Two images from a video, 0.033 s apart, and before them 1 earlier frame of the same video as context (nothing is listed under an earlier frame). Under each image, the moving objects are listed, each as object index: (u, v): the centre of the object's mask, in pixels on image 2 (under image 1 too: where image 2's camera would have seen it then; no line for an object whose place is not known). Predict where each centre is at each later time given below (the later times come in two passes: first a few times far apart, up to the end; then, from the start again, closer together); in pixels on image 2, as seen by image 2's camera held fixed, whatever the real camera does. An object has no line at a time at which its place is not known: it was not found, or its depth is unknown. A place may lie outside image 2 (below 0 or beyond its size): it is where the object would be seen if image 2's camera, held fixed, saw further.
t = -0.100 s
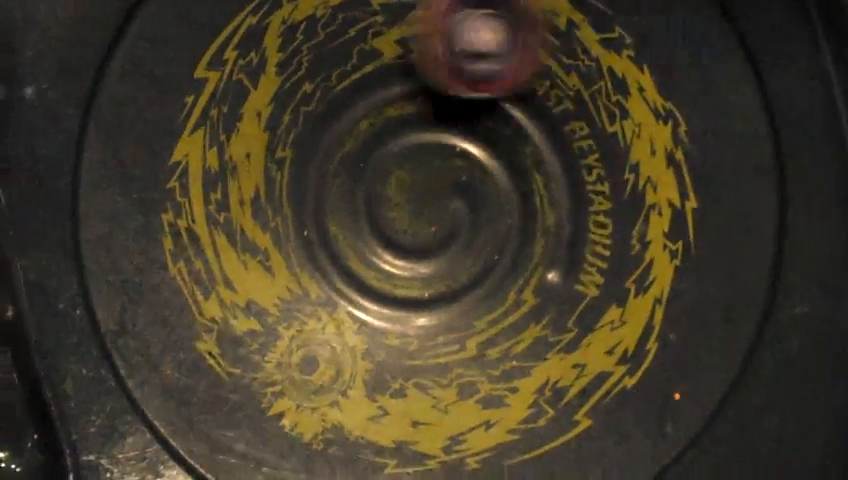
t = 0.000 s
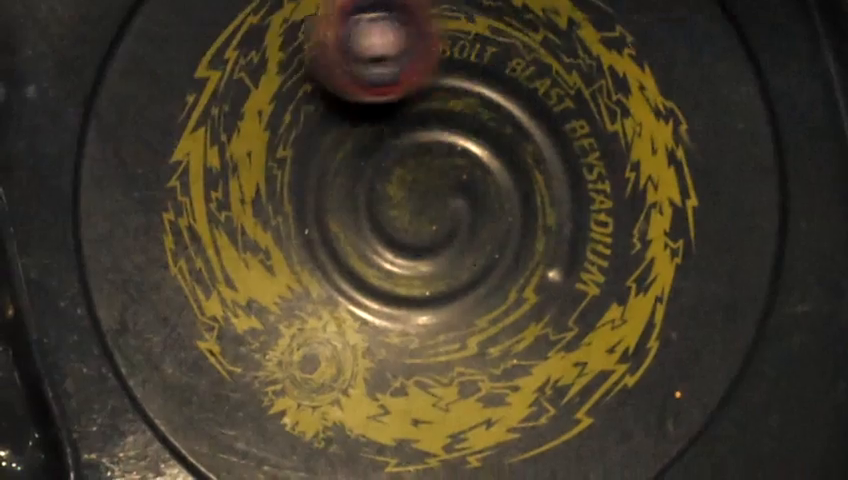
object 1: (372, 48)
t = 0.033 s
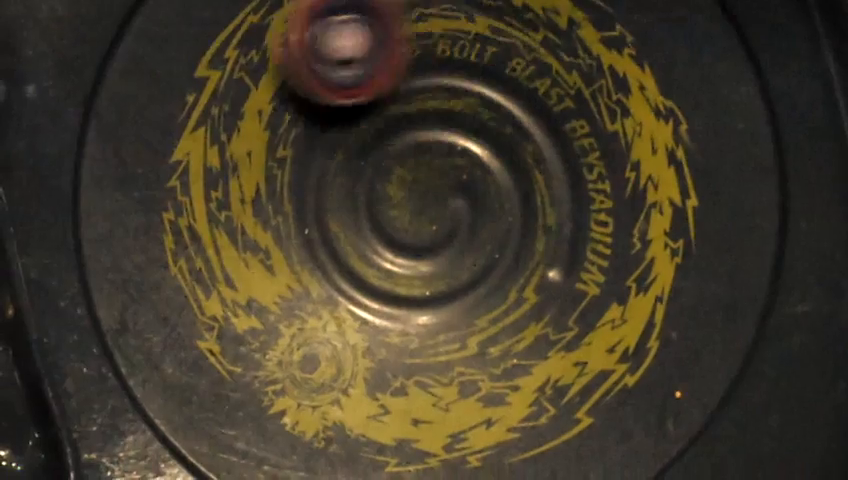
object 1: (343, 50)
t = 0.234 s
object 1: (220, 95)
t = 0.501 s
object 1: (279, 232)
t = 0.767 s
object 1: (513, 272)
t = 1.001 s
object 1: (581, 110)
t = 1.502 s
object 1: (331, 74)
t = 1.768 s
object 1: (414, 304)
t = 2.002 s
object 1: (581, 302)
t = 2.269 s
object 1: (643, 166)
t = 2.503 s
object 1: (543, 75)
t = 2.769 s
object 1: (349, 205)
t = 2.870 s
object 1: (356, 311)
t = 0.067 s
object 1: (313, 52)
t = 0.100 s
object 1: (286, 56)
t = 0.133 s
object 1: (264, 61)
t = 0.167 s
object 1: (244, 71)
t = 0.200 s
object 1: (229, 82)
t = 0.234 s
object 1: (220, 95)
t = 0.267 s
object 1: (214, 109)
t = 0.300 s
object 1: (212, 125)
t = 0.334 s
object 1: (214, 140)
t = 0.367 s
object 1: (221, 156)
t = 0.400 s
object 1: (230, 174)
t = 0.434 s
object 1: (242, 193)
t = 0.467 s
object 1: (261, 213)
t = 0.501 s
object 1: (279, 232)
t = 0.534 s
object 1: (305, 252)
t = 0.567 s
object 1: (333, 267)
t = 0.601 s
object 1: (363, 285)
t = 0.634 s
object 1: (395, 294)
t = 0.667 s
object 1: (428, 297)
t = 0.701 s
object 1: (459, 291)
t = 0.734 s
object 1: (488, 281)
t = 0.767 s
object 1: (513, 272)
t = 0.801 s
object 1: (534, 256)
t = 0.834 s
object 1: (552, 235)
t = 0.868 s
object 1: (568, 211)
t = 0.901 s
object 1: (580, 188)
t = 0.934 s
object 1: (585, 162)
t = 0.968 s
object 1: (585, 132)
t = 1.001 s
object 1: (581, 110)
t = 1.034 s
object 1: (573, 82)
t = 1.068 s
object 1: (564, 58)
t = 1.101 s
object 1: (552, 41)
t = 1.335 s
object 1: (404, 17)
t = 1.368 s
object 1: (384, 21)
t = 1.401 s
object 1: (366, 28)
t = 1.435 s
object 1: (352, 39)
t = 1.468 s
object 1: (341, 52)
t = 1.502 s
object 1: (331, 74)
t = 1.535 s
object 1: (323, 102)
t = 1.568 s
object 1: (321, 134)
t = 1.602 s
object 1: (322, 166)
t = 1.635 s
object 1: (328, 195)
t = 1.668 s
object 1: (339, 224)
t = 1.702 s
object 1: (358, 253)
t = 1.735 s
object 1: (384, 282)
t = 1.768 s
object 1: (414, 304)
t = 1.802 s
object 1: (441, 319)
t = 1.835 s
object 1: (466, 326)
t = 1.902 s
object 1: (518, 328)
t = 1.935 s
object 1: (540, 322)
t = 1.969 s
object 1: (564, 313)
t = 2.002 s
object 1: (581, 302)
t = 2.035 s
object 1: (597, 289)
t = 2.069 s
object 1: (610, 274)
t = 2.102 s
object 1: (622, 257)
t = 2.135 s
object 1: (632, 240)
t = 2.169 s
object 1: (638, 222)
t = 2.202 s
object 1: (642, 204)
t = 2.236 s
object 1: (644, 185)
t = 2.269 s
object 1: (643, 166)
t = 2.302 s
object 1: (637, 148)
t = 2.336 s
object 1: (630, 131)
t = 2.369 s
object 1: (619, 116)
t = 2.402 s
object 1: (604, 101)
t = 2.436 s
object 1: (585, 91)
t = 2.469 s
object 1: (564, 81)
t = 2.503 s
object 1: (543, 75)
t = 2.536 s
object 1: (517, 73)
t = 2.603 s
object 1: (463, 83)
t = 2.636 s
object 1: (438, 96)
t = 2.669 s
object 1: (412, 114)
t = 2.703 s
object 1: (383, 142)
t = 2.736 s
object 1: (360, 174)
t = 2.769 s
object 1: (349, 205)
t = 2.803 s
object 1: (346, 243)
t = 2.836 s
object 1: (350, 275)
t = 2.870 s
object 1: (356, 311)
